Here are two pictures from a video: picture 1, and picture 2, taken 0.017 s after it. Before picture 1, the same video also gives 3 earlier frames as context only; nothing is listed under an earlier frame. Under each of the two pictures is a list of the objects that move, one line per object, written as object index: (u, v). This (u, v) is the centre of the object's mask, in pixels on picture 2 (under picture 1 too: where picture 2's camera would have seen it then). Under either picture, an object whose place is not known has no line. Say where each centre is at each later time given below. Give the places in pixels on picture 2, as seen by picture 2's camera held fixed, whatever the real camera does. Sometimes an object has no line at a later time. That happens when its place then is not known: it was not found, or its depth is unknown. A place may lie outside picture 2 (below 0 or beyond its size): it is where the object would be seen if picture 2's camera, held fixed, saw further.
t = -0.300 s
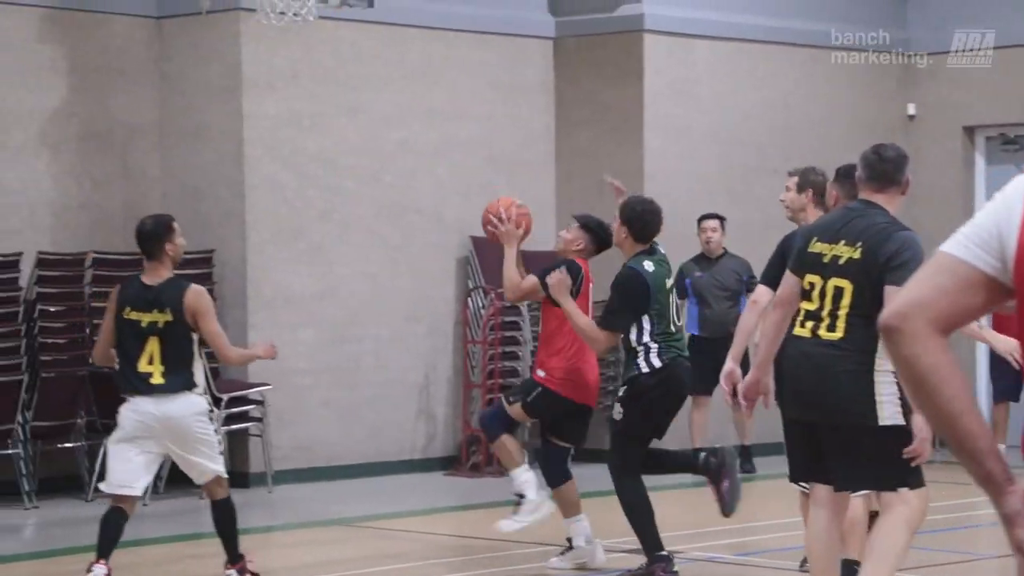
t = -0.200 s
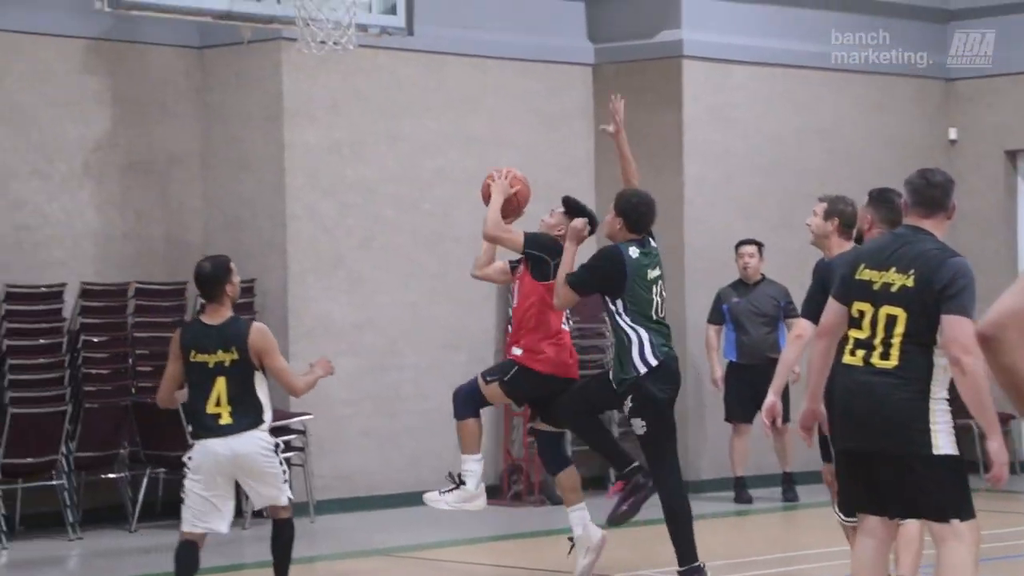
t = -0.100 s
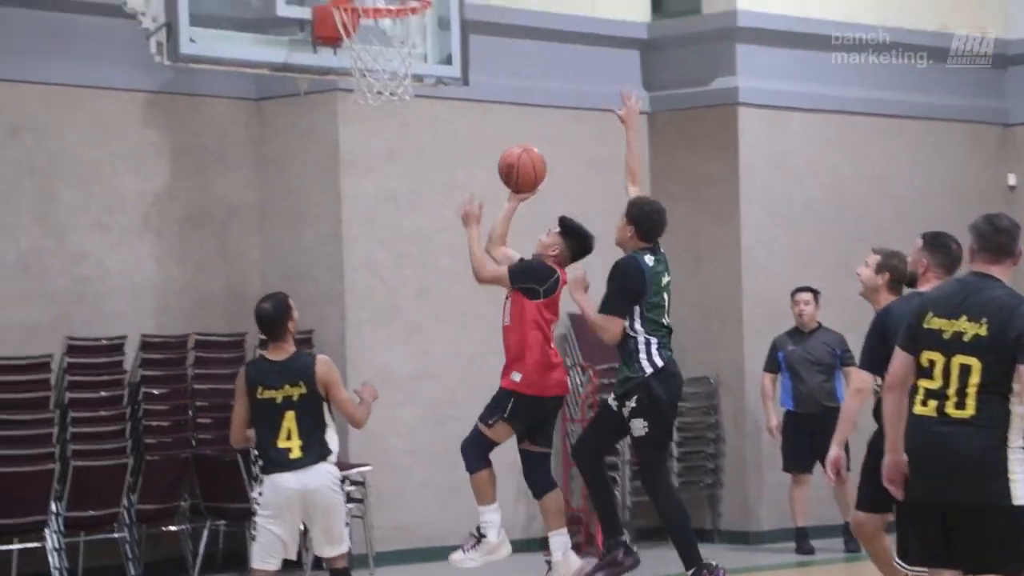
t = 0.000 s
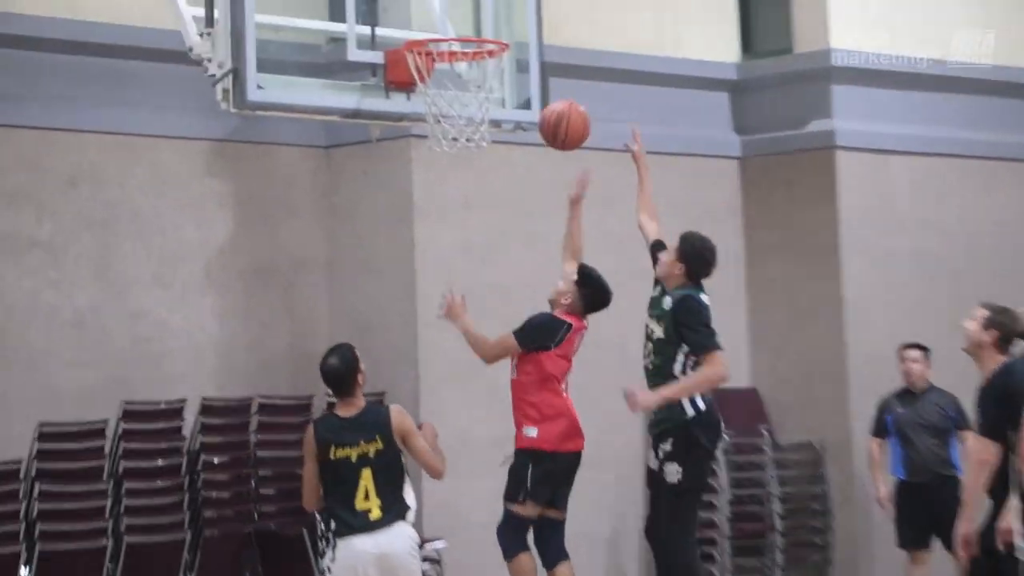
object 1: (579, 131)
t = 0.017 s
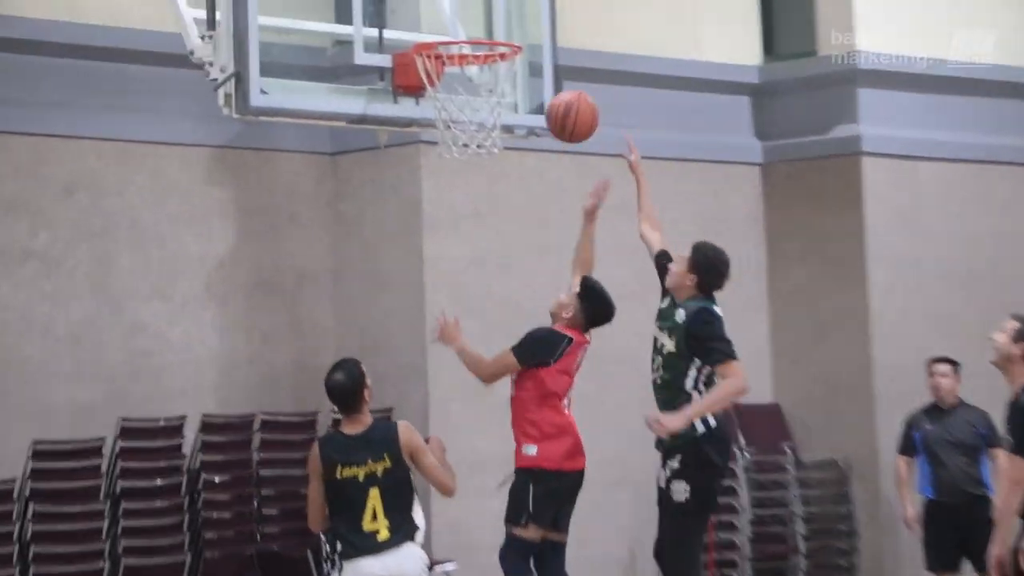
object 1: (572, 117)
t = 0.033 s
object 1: (564, 103)
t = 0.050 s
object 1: (556, 90)
